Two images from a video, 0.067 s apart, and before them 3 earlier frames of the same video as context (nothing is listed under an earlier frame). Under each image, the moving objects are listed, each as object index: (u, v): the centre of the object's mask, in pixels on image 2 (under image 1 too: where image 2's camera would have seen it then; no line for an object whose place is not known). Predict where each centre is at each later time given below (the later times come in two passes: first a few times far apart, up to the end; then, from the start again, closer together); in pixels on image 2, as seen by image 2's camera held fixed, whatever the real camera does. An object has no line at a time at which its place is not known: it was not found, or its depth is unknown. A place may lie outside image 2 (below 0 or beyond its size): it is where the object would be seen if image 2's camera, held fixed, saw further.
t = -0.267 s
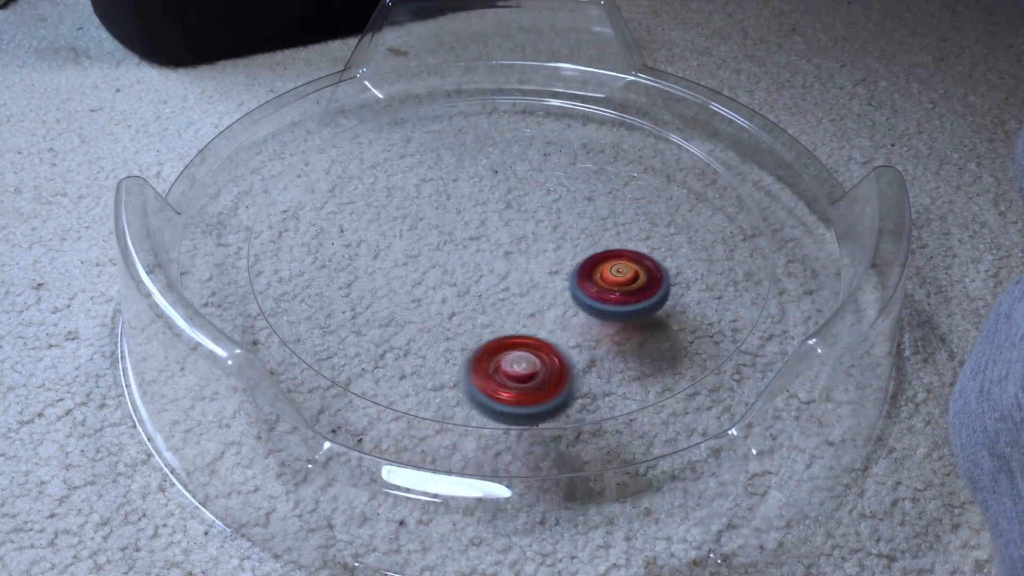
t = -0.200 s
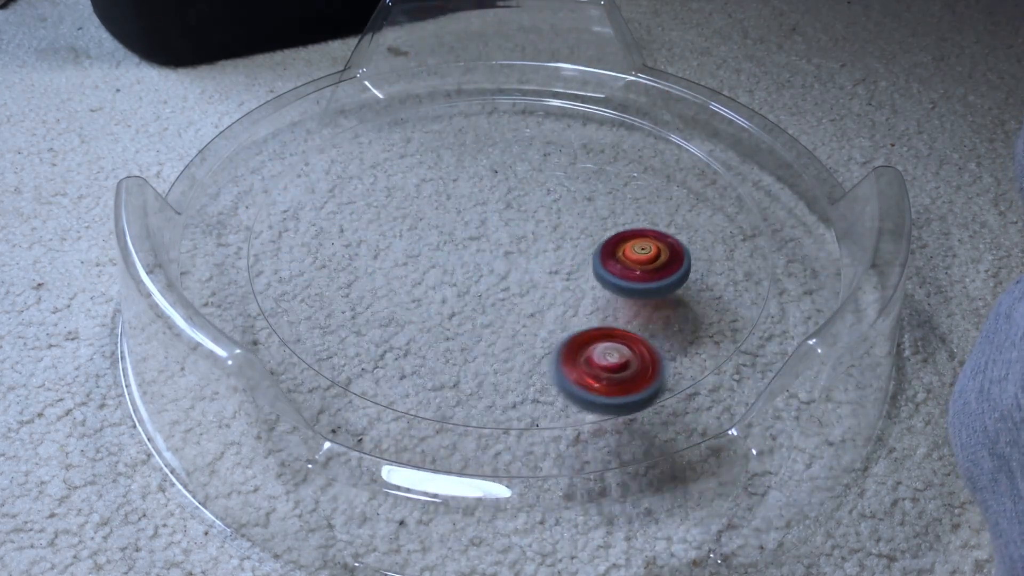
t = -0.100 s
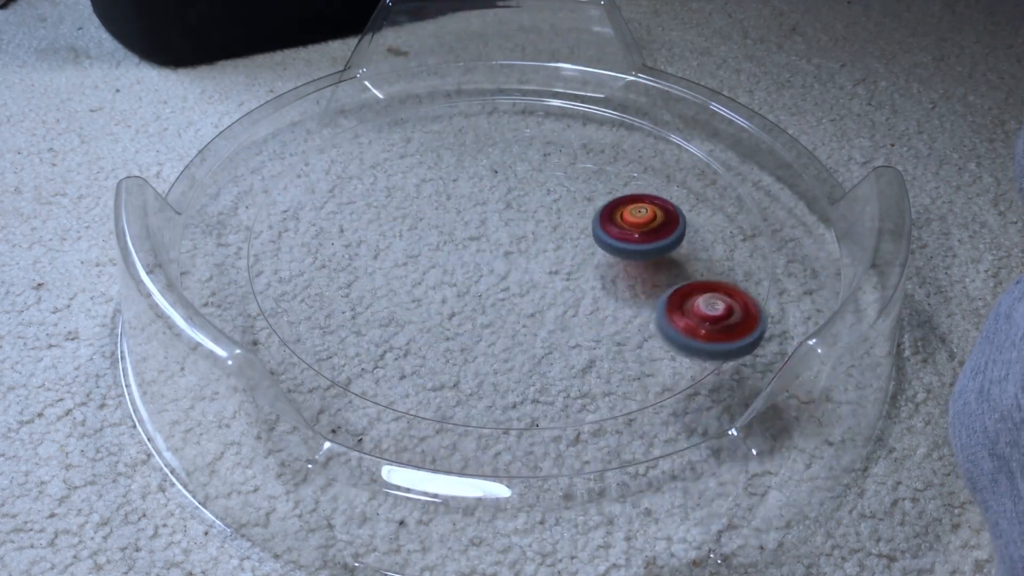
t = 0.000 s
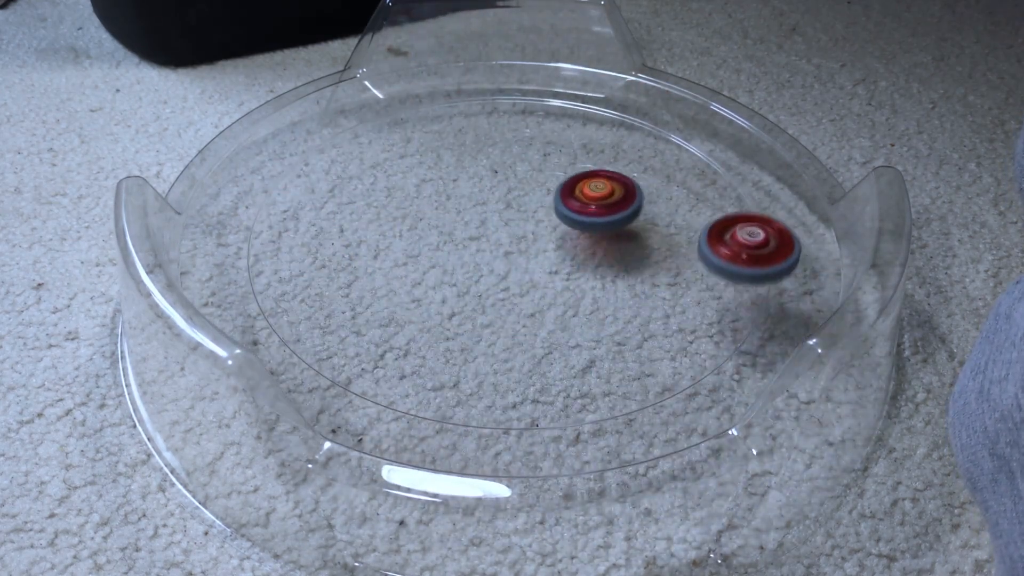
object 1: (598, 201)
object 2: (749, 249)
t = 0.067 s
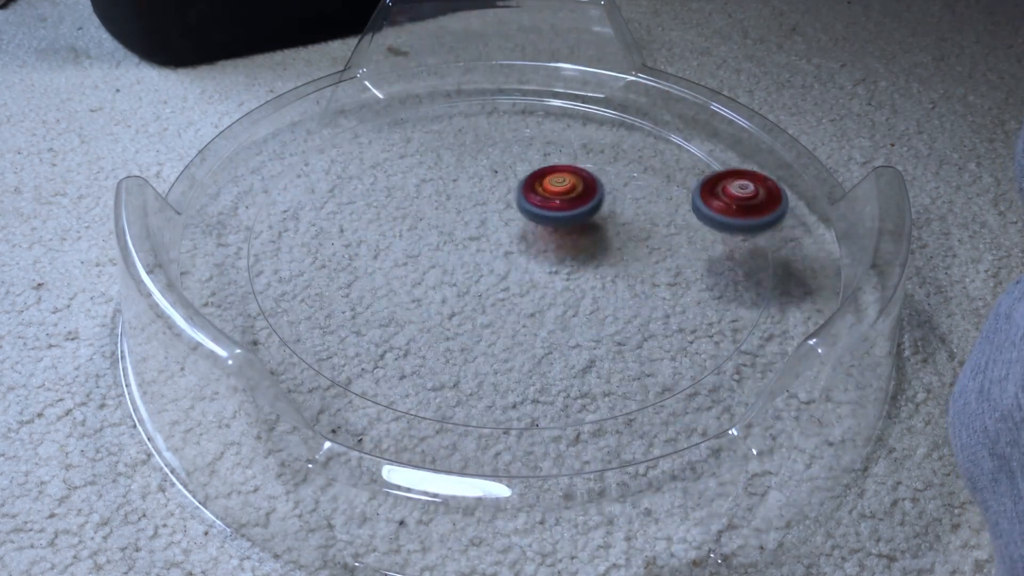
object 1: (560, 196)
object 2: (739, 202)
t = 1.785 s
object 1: (574, 241)
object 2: (351, 203)
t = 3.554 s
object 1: (604, 265)
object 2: (672, 204)
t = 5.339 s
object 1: (581, 290)
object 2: (585, 229)
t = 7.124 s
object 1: (425, 246)
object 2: (546, 294)
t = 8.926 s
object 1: (527, 246)
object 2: (508, 170)
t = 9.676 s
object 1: (547, 238)
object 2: (402, 218)
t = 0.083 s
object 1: (550, 196)
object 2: (733, 191)
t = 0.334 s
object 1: (450, 251)
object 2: (541, 105)
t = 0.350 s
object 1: (448, 257)
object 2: (525, 105)
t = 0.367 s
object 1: (447, 262)
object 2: (510, 105)
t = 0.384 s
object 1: (448, 267)
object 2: (494, 107)
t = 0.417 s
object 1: (451, 278)
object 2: (464, 111)
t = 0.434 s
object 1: (454, 284)
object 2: (449, 115)
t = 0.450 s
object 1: (459, 289)
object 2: (434, 119)
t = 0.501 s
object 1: (477, 303)
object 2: (391, 137)
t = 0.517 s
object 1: (485, 307)
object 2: (378, 144)
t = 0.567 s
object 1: (512, 315)
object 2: (346, 171)
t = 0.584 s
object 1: (522, 316)
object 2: (338, 181)
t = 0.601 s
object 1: (532, 316)
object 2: (330, 191)
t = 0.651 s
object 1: (562, 313)
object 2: (318, 226)
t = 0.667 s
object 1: (571, 310)
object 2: (317, 239)
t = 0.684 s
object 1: (579, 306)
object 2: (318, 251)
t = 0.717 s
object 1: (594, 297)
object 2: (326, 276)
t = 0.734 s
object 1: (599, 292)
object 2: (333, 288)
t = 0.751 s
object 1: (603, 287)
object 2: (342, 300)
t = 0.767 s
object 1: (606, 281)
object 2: (353, 312)
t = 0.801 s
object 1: (609, 269)
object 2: (382, 333)
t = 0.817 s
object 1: (608, 263)
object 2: (398, 342)
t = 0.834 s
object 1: (607, 257)
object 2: (417, 351)
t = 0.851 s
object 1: (604, 251)
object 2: (437, 358)
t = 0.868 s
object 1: (600, 246)
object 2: (457, 363)
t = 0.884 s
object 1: (596, 241)
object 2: (479, 367)
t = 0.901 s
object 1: (591, 236)
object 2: (500, 370)
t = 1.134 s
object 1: (474, 213)
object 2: (726, 292)
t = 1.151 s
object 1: (466, 215)
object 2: (732, 281)
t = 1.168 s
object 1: (459, 218)
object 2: (736, 270)
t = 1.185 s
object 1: (452, 221)
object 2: (739, 259)
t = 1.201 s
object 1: (445, 224)
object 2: (739, 248)
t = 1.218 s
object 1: (439, 228)
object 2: (739, 238)
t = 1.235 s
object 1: (434, 232)
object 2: (737, 228)
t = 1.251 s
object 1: (429, 236)
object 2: (733, 217)
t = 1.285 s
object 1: (422, 246)
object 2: (723, 198)
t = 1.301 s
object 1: (420, 251)
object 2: (715, 189)
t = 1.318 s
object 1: (419, 256)
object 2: (707, 180)
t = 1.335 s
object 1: (419, 262)
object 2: (698, 173)
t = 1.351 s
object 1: (420, 267)
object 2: (689, 166)
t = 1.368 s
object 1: (423, 273)
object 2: (679, 159)
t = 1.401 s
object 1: (431, 283)
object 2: (656, 148)
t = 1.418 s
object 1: (437, 288)
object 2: (644, 143)
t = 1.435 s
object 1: (444, 292)
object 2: (631, 138)
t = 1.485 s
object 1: (470, 302)
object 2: (588, 128)
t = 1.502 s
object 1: (479, 303)
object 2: (573, 126)
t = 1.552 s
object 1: (509, 303)
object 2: (525, 123)
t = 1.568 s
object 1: (519, 302)
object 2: (510, 124)
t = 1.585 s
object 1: (528, 300)
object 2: (494, 126)
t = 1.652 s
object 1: (558, 285)
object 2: (435, 140)
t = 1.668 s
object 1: (563, 280)
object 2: (421, 146)
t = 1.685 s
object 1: (567, 275)
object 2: (408, 152)
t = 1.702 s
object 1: (571, 270)
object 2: (396, 159)
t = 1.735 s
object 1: (575, 259)
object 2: (375, 175)
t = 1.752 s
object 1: (575, 253)
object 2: (365, 183)
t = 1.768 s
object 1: (575, 247)
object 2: (357, 193)
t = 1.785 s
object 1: (574, 241)
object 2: (351, 203)
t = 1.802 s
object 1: (572, 236)
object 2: (345, 213)
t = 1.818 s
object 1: (569, 230)
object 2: (341, 224)
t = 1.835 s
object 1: (566, 225)
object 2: (339, 235)
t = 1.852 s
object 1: (561, 220)
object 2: (338, 246)
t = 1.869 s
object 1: (556, 215)
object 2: (339, 257)
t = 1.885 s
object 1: (551, 211)
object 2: (342, 269)
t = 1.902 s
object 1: (545, 207)
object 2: (347, 280)
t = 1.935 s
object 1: (532, 201)
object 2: (362, 302)
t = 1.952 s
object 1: (524, 198)
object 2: (372, 312)
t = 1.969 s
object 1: (517, 196)
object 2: (384, 322)
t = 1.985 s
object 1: (509, 194)
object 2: (398, 331)
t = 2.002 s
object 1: (501, 192)
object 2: (414, 339)
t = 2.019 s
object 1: (493, 192)
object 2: (430, 347)
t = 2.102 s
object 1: (454, 197)
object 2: (527, 364)
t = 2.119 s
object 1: (447, 200)
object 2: (548, 364)
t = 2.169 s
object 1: (432, 212)
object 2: (607, 355)
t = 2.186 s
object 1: (428, 217)
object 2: (624, 349)
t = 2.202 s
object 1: (425, 222)
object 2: (640, 342)
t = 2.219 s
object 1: (423, 227)
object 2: (654, 335)
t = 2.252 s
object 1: (423, 238)
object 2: (678, 319)
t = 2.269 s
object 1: (425, 244)
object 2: (688, 310)
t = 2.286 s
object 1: (427, 249)
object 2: (696, 300)
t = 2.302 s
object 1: (431, 255)
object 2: (703, 290)
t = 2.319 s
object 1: (436, 260)
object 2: (708, 279)
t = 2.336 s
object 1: (442, 264)
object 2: (711, 269)
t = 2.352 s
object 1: (449, 269)
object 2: (712, 259)
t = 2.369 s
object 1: (456, 272)
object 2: (713, 248)
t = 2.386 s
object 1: (464, 275)
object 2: (711, 238)
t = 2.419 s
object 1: (481, 280)
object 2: (704, 218)
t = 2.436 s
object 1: (491, 282)
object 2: (698, 208)
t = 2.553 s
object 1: (552, 273)
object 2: (628, 156)
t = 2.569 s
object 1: (560, 270)
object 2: (614, 151)
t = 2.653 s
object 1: (585, 247)
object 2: (542, 137)
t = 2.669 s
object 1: (588, 242)
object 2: (528, 136)
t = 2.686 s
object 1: (589, 236)
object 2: (513, 137)
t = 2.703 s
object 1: (590, 231)
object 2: (497, 137)
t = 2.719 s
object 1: (590, 225)
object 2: (483, 139)
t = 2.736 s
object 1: (589, 220)
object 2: (468, 141)
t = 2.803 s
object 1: (576, 201)
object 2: (415, 158)
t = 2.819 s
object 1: (571, 197)
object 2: (403, 164)
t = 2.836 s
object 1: (565, 193)
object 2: (392, 170)
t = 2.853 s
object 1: (559, 190)
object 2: (382, 178)
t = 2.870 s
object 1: (552, 187)
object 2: (373, 185)
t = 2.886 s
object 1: (545, 185)
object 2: (364, 193)
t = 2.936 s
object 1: (523, 183)
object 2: (348, 221)
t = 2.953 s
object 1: (515, 183)
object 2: (345, 232)
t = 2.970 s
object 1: (508, 184)
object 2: (344, 242)
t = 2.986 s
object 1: (500, 186)
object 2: (345, 253)
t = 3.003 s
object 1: (493, 188)
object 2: (347, 264)
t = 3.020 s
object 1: (487, 190)
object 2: (351, 274)
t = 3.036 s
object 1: (481, 194)
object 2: (356, 284)
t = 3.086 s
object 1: (467, 206)
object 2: (384, 313)
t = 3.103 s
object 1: (464, 211)
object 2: (397, 322)
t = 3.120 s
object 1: (462, 216)
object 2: (410, 329)
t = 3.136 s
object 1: (460, 222)
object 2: (426, 336)
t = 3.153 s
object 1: (460, 227)
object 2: (442, 342)
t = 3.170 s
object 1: (460, 232)
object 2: (460, 347)
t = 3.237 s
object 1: (470, 253)
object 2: (535, 353)
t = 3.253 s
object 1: (474, 258)
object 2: (553, 352)
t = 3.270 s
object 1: (479, 262)
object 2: (571, 349)
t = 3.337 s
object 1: (505, 276)
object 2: (634, 327)
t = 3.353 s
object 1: (512, 278)
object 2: (647, 319)
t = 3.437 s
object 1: (554, 282)
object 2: (684, 272)
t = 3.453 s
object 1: (562, 281)
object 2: (688, 262)
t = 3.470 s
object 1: (570, 280)
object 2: (688, 252)
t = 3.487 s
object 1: (578, 278)
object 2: (688, 242)
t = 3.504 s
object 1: (585, 276)
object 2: (686, 232)
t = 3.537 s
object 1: (598, 269)
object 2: (678, 213)
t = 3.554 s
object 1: (604, 265)
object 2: (672, 204)
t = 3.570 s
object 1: (609, 261)
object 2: (665, 196)
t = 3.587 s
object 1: (613, 256)
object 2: (657, 187)
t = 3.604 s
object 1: (616, 251)
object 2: (647, 180)
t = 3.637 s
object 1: (619, 241)
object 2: (626, 167)
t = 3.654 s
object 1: (619, 237)
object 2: (615, 161)
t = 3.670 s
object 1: (619, 231)
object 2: (603, 157)
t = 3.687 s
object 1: (617, 226)
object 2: (591, 152)
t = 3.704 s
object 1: (614, 222)
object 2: (578, 149)
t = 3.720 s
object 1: (610, 217)
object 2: (565, 146)
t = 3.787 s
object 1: (586, 204)
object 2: (511, 141)
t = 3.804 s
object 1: (579, 202)
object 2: (498, 142)
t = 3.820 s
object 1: (571, 200)
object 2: (485, 143)
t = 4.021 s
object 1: (486, 223)
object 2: (370, 202)
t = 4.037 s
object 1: (482, 227)
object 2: (365, 210)
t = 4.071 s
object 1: (476, 236)
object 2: (361, 226)
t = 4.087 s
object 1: (474, 241)
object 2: (360, 234)
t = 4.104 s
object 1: (472, 246)
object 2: (360, 242)
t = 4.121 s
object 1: (471, 251)
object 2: (362, 249)
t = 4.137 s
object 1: (471, 256)
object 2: (364, 257)
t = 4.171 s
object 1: (473, 266)
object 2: (373, 271)
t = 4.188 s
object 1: (476, 271)
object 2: (378, 278)
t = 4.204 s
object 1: (484, 275)
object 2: (379, 284)
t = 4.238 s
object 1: (505, 282)
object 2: (378, 296)
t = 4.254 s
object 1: (515, 285)
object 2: (380, 302)
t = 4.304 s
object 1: (540, 289)
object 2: (399, 318)
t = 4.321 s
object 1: (549, 289)
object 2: (408, 323)
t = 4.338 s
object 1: (557, 288)
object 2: (416, 327)
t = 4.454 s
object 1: (604, 269)
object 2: (477, 337)
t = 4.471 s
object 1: (608, 264)
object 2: (484, 337)
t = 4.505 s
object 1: (613, 254)
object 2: (497, 336)
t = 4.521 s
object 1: (614, 249)
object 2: (503, 335)
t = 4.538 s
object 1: (613, 244)
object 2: (508, 334)
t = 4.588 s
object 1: (606, 229)
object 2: (523, 331)
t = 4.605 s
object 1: (602, 225)
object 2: (528, 329)
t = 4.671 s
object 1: (577, 213)
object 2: (545, 323)
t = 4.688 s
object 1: (570, 211)
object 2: (549, 321)
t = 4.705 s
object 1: (562, 210)
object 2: (553, 319)
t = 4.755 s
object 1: (538, 209)
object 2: (564, 313)
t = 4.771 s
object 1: (530, 209)
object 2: (567, 311)
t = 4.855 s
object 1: (494, 220)
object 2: (581, 300)
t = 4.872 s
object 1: (488, 223)
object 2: (583, 298)
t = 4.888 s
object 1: (483, 227)
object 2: (585, 295)
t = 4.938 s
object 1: (470, 240)
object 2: (590, 287)
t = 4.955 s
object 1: (467, 244)
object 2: (591, 284)
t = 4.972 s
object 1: (465, 249)
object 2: (592, 282)
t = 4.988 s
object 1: (464, 254)
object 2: (593, 279)
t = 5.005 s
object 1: (463, 259)
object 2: (594, 277)
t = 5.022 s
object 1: (464, 264)
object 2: (595, 274)
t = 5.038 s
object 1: (465, 269)
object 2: (596, 272)
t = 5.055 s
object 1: (467, 274)
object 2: (596, 269)
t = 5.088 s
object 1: (473, 283)
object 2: (596, 264)
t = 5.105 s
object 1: (478, 287)
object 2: (596, 262)
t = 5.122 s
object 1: (483, 291)
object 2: (596, 260)
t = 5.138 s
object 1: (489, 294)
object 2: (595, 257)
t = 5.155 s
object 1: (497, 298)
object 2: (595, 255)
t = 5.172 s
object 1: (504, 300)
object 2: (594, 253)
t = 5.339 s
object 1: (581, 290)
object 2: (585, 229)
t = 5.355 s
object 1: (585, 293)
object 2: (584, 223)
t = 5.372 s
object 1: (588, 297)
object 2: (584, 213)
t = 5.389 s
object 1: (591, 300)
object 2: (583, 203)
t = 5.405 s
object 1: (595, 301)
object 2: (581, 195)
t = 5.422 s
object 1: (598, 301)
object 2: (579, 188)
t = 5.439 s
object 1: (601, 300)
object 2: (575, 181)
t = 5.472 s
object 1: (610, 295)
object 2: (565, 171)
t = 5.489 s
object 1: (614, 292)
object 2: (559, 166)
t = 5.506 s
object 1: (617, 288)
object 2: (553, 162)
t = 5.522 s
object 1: (619, 283)
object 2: (547, 158)
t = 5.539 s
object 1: (620, 279)
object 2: (541, 155)
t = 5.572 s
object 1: (619, 269)
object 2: (530, 151)
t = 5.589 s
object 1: (616, 265)
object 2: (525, 149)
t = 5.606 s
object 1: (612, 260)
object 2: (521, 148)
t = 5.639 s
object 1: (603, 253)
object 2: (513, 147)
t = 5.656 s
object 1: (596, 249)
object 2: (509, 146)
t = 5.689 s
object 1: (583, 244)
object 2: (502, 146)
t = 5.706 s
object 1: (575, 242)
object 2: (499, 145)
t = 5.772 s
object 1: (543, 238)
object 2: (485, 146)
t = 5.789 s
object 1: (535, 237)
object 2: (482, 146)
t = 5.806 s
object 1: (527, 238)
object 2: (479, 147)
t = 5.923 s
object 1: (475, 247)
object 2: (459, 153)
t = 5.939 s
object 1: (469, 249)
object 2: (457, 155)
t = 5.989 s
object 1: (453, 259)
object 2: (451, 160)
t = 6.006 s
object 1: (448, 262)
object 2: (449, 161)
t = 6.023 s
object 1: (445, 266)
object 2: (448, 164)
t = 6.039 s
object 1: (442, 270)
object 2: (447, 166)
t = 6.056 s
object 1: (440, 274)
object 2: (445, 168)
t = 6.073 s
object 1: (438, 279)
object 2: (444, 170)
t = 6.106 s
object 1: (438, 287)
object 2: (442, 174)
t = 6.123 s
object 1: (440, 292)
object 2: (441, 177)
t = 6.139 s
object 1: (442, 296)
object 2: (441, 179)
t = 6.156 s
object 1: (446, 300)
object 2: (440, 182)
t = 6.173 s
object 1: (451, 304)
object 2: (440, 184)
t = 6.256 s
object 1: (486, 315)
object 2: (440, 197)
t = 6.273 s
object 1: (494, 315)
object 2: (440, 200)
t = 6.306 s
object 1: (511, 313)
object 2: (441, 206)
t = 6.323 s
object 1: (518, 311)
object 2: (442, 209)
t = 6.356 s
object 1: (532, 305)
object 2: (444, 215)
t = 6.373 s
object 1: (537, 301)
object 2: (446, 218)
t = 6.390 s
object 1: (542, 296)
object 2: (447, 221)
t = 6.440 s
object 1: (552, 282)
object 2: (452, 229)
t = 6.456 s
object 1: (553, 277)
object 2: (454, 232)
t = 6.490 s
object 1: (553, 267)
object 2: (459, 237)
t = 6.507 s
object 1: (552, 262)
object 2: (461, 240)
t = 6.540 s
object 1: (557, 254)
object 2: (458, 242)
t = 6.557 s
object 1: (558, 250)
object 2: (458, 244)
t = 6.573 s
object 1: (558, 245)
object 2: (459, 246)
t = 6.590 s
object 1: (557, 241)
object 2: (460, 248)
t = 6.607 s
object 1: (555, 236)
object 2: (462, 250)
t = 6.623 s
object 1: (552, 232)
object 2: (464, 253)
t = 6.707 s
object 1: (531, 211)
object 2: (475, 263)
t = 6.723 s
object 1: (525, 208)
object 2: (477, 266)
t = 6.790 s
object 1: (500, 198)
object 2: (488, 273)
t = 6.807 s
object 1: (494, 197)
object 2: (490, 275)
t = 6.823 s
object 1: (487, 196)
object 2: (493, 276)
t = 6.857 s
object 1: (474, 194)
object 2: (499, 279)
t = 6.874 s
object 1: (467, 195)
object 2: (502, 281)
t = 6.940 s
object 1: (442, 200)
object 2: (514, 286)
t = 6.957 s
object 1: (436, 202)
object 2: (517, 287)
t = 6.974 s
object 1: (431, 205)
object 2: (519, 288)
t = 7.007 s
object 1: (424, 212)
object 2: (525, 289)
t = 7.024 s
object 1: (421, 217)
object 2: (528, 290)
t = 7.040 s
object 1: (419, 221)
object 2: (531, 291)
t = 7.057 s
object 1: (418, 226)
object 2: (534, 292)
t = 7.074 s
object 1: (418, 231)
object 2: (538, 292)
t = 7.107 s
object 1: (421, 241)
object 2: (543, 293)
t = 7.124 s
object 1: (425, 246)
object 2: (546, 294)
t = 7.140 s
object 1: (429, 250)
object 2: (549, 294)
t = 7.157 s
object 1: (433, 255)
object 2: (552, 294)
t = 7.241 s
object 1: (467, 271)
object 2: (565, 294)
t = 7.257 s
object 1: (474, 272)
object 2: (569, 294)
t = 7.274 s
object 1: (471, 270)
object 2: (583, 296)
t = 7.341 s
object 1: (475, 263)
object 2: (620, 297)
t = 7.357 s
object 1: (479, 263)
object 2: (625, 296)
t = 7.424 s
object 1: (498, 257)
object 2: (637, 290)
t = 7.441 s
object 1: (502, 255)
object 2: (640, 289)
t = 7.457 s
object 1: (506, 253)
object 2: (642, 287)
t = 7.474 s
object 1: (509, 249)
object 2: (645, 286)
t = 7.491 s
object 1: (511, 246)
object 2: (647, 284)
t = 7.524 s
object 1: (515, 240)
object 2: (650, 281)
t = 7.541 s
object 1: (516, 236)
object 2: (652, 279)
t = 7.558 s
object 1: (517, 233)
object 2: (652, 277)
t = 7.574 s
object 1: (517, 229)
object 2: (653, 275)
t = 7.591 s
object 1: (516, 226)
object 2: (654, 273)
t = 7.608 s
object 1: (515, 222)
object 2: (654, 272)
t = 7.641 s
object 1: (512, 216)
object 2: (654, 268)
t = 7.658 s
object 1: (509, 213)
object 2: (654, 267)
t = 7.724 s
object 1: (494, 205)
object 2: (650, 260)
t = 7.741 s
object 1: (490, 203)
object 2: (649, 258)
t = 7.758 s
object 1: (485, 203)
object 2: (647, 256)
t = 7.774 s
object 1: (481, 203)
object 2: (645, 255)
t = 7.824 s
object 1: (469, 206)
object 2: (639, 250)
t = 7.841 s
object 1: (466, 208)
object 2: (637, 249)
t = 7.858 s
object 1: (463, 210)
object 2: (634, 248)
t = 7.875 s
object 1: (461, 213)
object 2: (631, 247)
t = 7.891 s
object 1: (460, 216)
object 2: (629, 246)
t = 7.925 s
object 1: (460, 223)
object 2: (623, 243)
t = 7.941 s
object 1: (461, 227)
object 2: (620, 242)
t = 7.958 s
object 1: (464, 231)
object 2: (616, 242)
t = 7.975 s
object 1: (467, 234)
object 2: (613, 240)
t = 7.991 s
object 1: (471, 238)
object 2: (610, 239)
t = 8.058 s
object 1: (493, 248)
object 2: (596, 236)
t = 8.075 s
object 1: (500, 250)
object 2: (592, 236)
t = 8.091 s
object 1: (499, 251)
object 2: (595, 234)
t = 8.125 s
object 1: (501, 254)
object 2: (596, 232)
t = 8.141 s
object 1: (504, 255)
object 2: (594, 231)
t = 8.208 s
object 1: (467, 266)
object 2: (629, 214)
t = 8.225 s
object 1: (459, 269)
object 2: (635, 210)
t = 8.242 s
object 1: (454, 272)
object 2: (639, 207)
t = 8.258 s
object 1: (451, 276)
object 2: (641, 205)
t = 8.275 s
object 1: (449, 279)
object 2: (640, 203)
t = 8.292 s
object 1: (450, 283)
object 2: (638, 201)
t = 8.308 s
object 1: (452, 287)
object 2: (636, 200)
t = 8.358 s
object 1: (462, 298)
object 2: (627, 195)
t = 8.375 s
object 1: (467, 301)
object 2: (624, 194)
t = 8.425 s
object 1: (486, 307)
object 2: (614, 191)
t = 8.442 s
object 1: (493, 309)
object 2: (611, 190)
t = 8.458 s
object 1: (500, 309)
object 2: (608, 189)
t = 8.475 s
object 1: (508, 309)
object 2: (604, 188)
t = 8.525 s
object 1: (530, 305)
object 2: (594, 187)
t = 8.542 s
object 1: (536, 303)
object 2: (591, 186)
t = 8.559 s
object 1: (542, 300)
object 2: (587, 186)
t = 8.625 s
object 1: (560, 285)
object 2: (573, 186)
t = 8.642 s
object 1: (562, 280)
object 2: (570, 186)
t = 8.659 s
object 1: (564, 276)
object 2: (567, 185)
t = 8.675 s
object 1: (565, 271)
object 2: (563, 186)
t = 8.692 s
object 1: (565, 267)
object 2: (560, 186)
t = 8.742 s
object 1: (563, 253)
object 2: (549, 187)
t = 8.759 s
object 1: (561, 249)
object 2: (546, 187)
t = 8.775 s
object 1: (559, 246)
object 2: (542, 186)
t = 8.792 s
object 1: (556, 246)
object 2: (538, 183)
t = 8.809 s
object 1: (553, 244)
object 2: (534, 181)
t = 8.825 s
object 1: (550, 242)
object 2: (531, 180)
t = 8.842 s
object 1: (546, 240)
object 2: (528, 180)
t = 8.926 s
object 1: (527, 246)
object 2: (508, 170)
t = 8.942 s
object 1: (523, 247)
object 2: (505, 169)
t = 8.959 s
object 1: (520, 248)
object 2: (501, 170)
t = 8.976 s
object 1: (516, 250)
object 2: (498, 170)
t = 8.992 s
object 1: (513, 251)
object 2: (494, 170)
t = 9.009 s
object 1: (510, 253)
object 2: (491, 171)
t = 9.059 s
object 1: (503, 259)
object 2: (482, 173)
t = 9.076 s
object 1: (501, 262)
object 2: (479, 174)
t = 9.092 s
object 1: (500, 264)
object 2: (476, 175)
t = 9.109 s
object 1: (500, 266)
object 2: (473, 176)
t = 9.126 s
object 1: (500, 269)
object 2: (471, 177)
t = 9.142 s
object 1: (501, 271)
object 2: (468, 178)
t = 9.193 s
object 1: (506, 277)
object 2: (461, 181)
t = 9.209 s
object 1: (509, 278)
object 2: (459, 183)
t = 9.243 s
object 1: (515, 280)
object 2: (455, 185)
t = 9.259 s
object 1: (519, 281)
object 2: (453, 186)
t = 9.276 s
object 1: (522, 282)
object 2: (451, 188)
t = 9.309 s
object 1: (530, 281)
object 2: (448, 191)
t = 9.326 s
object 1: (534, 280)
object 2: (446, 192)
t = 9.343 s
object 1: (538, 279)
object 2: (445, 194)
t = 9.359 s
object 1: (541, 277)
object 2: (444, 195)
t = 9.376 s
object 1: (544, 275)
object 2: (442, 197)
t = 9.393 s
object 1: (546, 273)
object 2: (441, 198)
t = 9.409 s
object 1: (549, 270)
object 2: (440, 200)
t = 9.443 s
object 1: (551, 264)
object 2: (439, 203)
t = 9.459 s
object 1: (551, 261)
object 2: (438, 205)
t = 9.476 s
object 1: (550, 257)
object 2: (437, 207)
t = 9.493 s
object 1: (548, 254)
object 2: (437, 209)
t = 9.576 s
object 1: (531, 240)
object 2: (436, 217)
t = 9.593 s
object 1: (527, 238)
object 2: (436, 219)
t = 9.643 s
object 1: (542, 239)
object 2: (411, 217)
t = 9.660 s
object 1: (545, 239)
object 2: (406, 217)
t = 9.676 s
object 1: (547, 238)
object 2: (402, 218)
